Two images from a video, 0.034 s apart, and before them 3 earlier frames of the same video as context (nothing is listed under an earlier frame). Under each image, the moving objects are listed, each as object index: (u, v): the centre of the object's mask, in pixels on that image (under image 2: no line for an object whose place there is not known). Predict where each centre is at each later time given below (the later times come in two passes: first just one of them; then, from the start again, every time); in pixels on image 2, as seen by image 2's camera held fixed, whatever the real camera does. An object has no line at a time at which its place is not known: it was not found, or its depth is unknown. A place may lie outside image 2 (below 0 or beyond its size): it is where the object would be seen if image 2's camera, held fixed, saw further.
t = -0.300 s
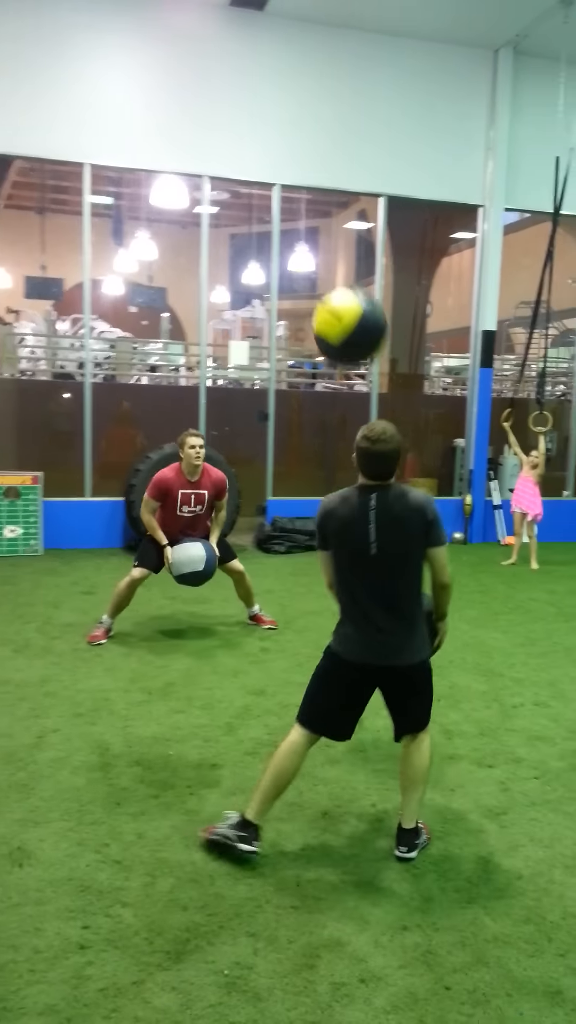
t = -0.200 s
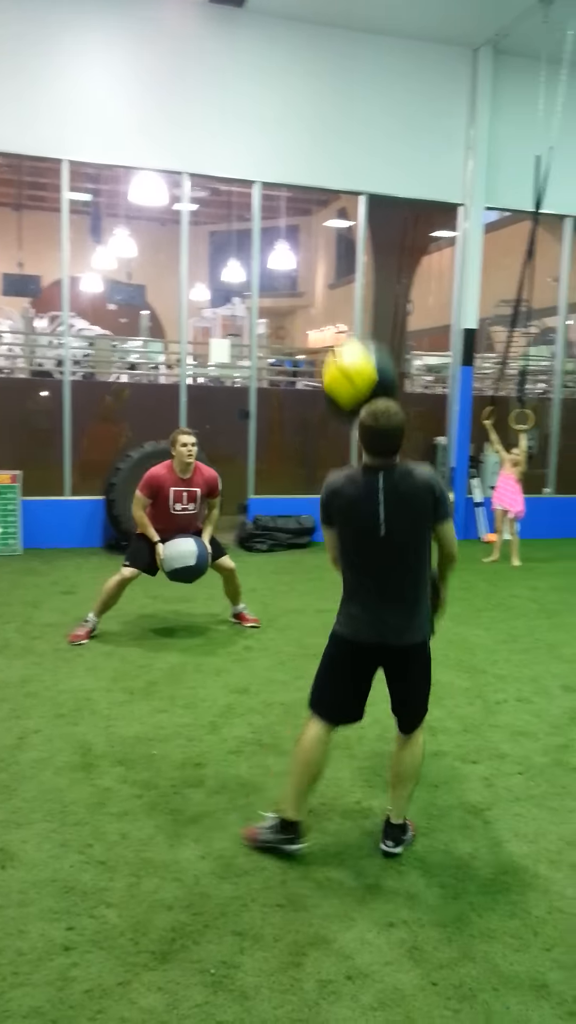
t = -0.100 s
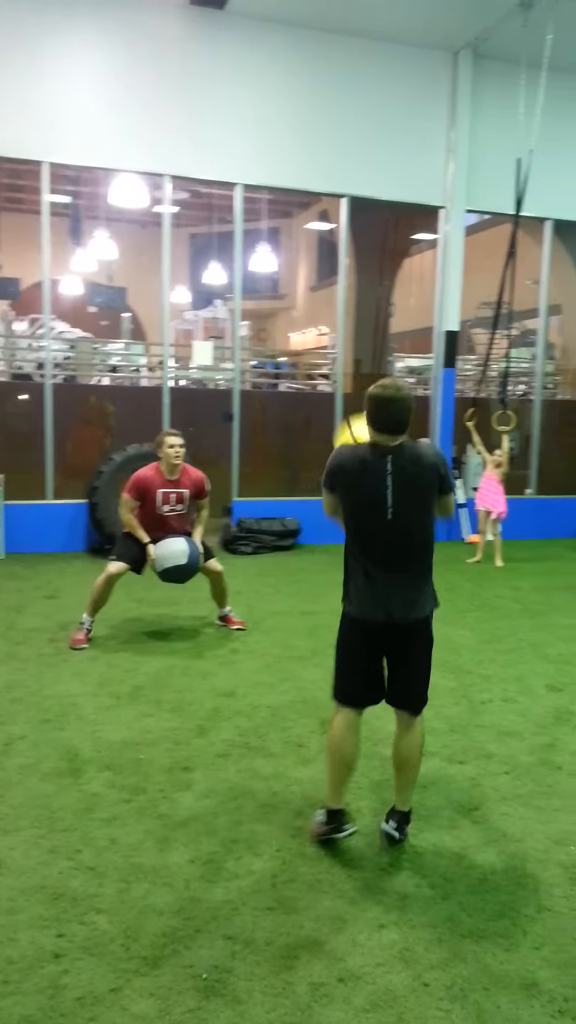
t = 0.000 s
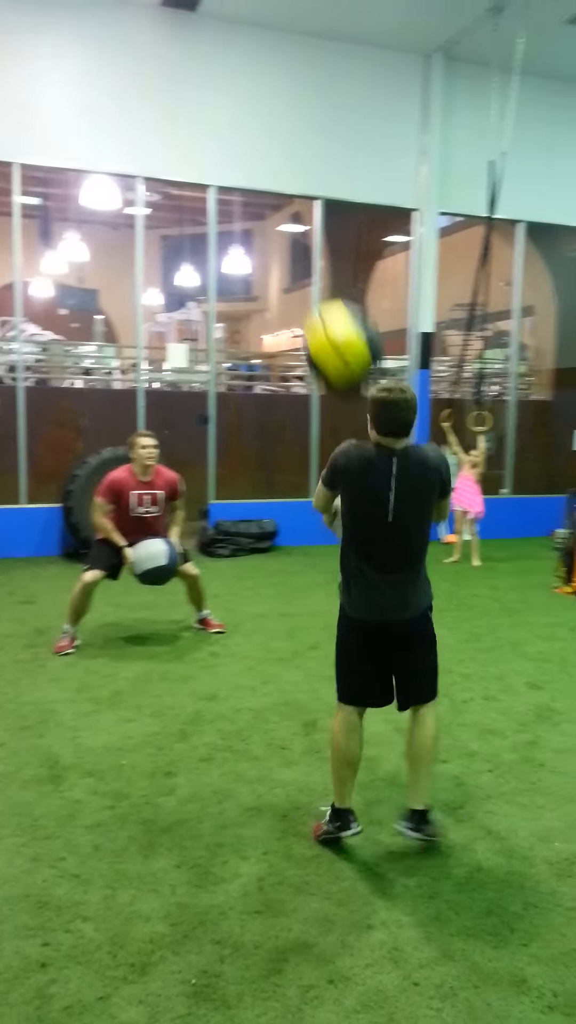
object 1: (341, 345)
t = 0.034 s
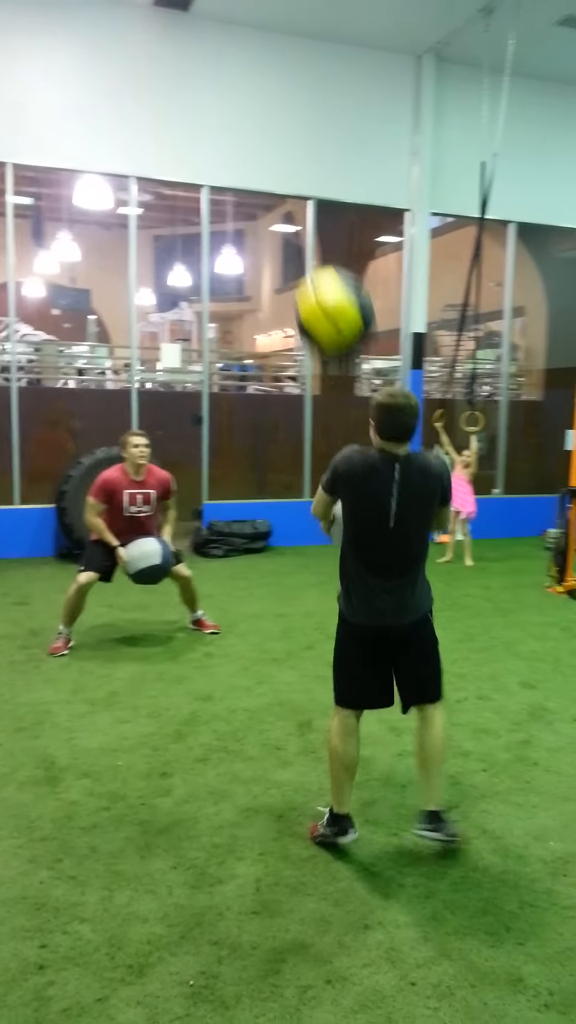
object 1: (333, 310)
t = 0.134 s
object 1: (323, 229)
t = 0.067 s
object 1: (331, 277)
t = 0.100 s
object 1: (327, 250)
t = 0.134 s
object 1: (323, 229)
